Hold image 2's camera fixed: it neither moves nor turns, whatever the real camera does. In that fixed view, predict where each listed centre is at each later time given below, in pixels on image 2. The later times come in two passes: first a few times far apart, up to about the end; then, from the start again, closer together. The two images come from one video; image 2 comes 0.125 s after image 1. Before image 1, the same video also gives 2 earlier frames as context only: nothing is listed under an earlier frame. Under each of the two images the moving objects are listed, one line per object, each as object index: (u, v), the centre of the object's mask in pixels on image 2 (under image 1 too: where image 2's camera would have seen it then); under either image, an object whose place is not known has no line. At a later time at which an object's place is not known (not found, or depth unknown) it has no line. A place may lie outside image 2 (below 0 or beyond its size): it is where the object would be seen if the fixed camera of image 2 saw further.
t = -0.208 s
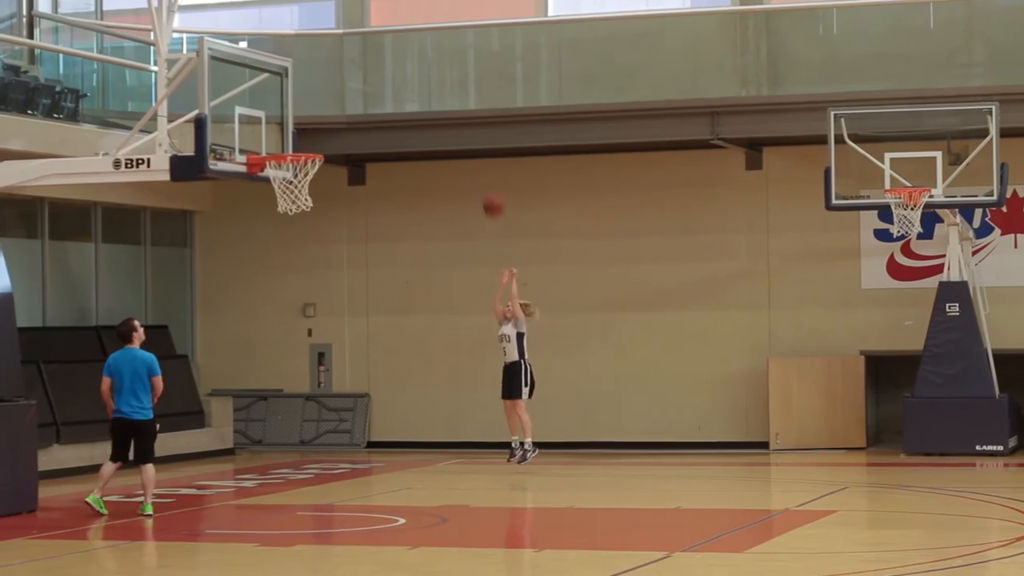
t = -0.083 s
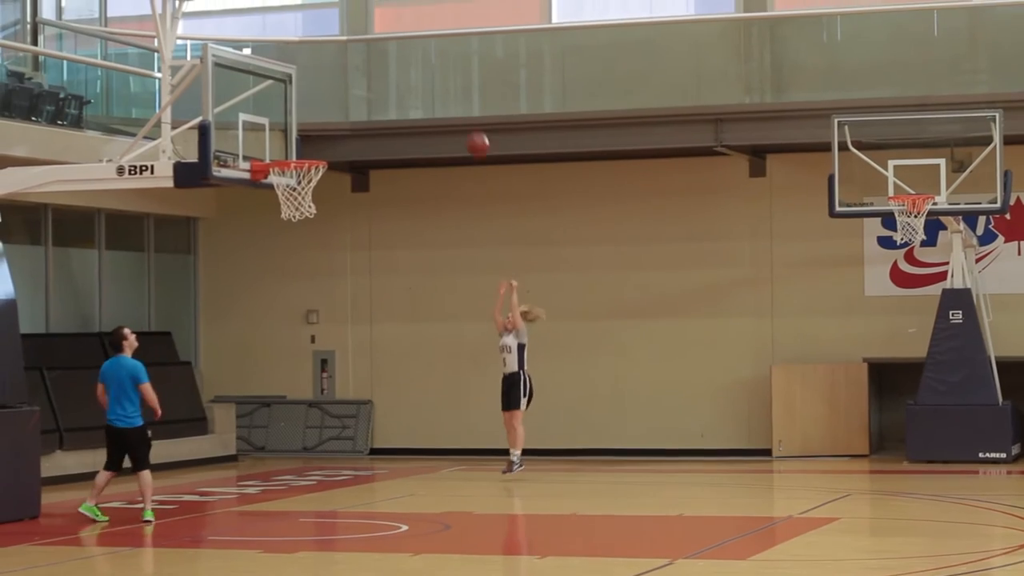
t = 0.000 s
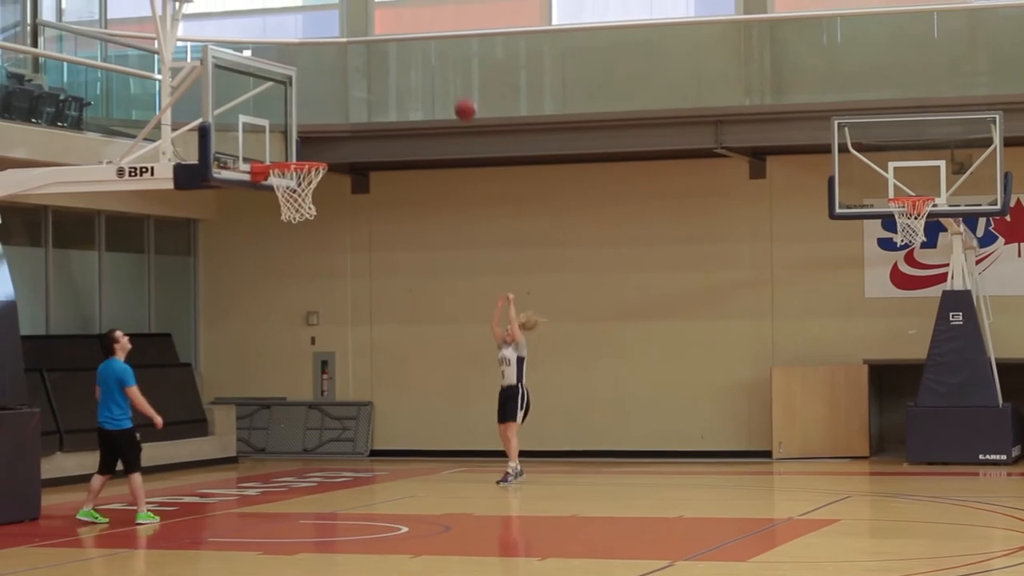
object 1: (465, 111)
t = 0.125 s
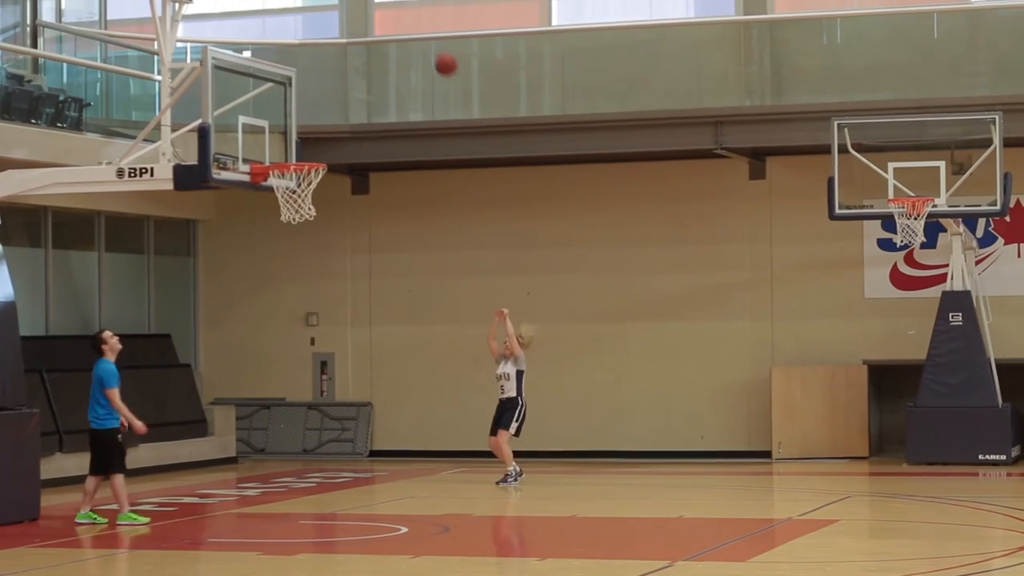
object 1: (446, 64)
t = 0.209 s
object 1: (432, 41)
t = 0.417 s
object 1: (399, 11)
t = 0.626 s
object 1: (365, 26)
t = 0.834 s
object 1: (329, 88)
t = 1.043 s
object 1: (295, 171)
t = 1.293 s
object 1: (292, 242)
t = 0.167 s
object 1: (439, 52)
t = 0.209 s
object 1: (432, 41)
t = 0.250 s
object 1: (425, 31)
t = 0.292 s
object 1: (419, 24)
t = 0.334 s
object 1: (412, 18)
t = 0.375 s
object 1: (406, 14)
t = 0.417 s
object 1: (399, 11)
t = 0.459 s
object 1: (392, 10)
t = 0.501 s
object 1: (386, 11)
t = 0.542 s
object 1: (379, 14)
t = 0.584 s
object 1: (372, 19)
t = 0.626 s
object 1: (365, 26)
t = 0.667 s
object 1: (358, 34)
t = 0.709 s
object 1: (351, 44)
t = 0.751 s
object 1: (344, 57)
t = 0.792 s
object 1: (336, 71)
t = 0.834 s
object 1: (329, 88)
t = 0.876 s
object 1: (321, 108)
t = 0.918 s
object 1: (315, 129)
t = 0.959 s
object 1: (308, 150)
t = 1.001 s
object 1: (302, 155)
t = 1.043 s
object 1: (295, 171)
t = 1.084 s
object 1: (293, 178)
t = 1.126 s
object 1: (293, 187)
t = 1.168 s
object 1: (291, 200)
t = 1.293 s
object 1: (292, 242)
